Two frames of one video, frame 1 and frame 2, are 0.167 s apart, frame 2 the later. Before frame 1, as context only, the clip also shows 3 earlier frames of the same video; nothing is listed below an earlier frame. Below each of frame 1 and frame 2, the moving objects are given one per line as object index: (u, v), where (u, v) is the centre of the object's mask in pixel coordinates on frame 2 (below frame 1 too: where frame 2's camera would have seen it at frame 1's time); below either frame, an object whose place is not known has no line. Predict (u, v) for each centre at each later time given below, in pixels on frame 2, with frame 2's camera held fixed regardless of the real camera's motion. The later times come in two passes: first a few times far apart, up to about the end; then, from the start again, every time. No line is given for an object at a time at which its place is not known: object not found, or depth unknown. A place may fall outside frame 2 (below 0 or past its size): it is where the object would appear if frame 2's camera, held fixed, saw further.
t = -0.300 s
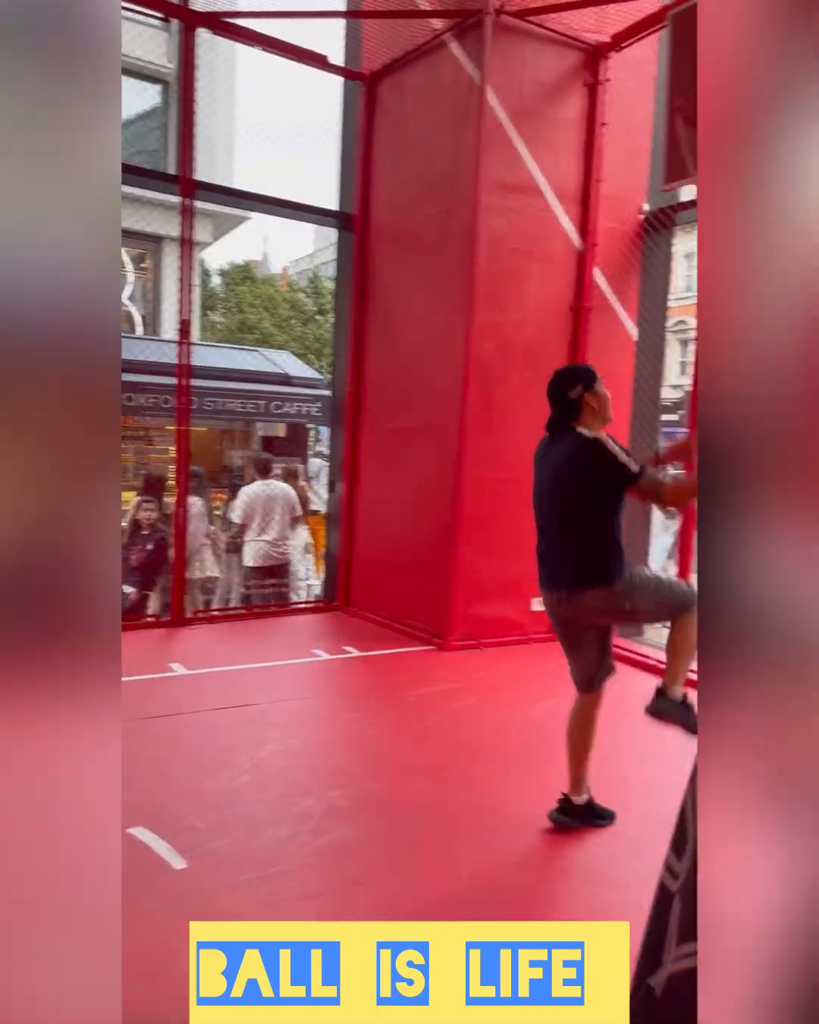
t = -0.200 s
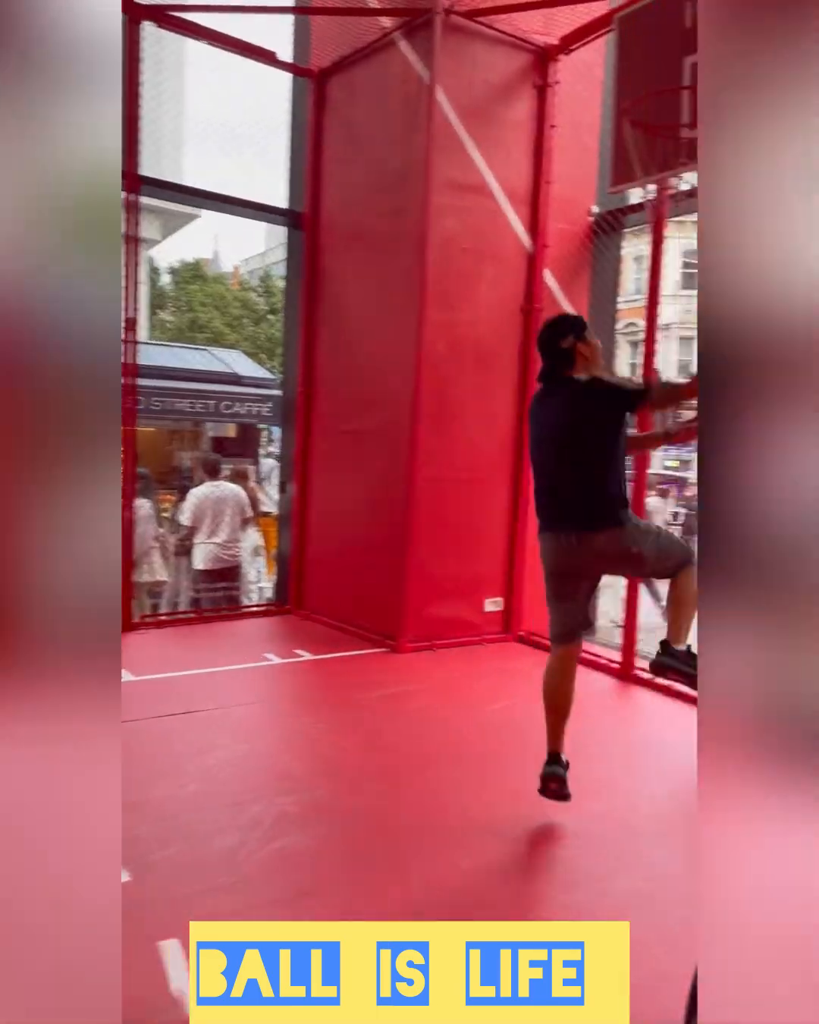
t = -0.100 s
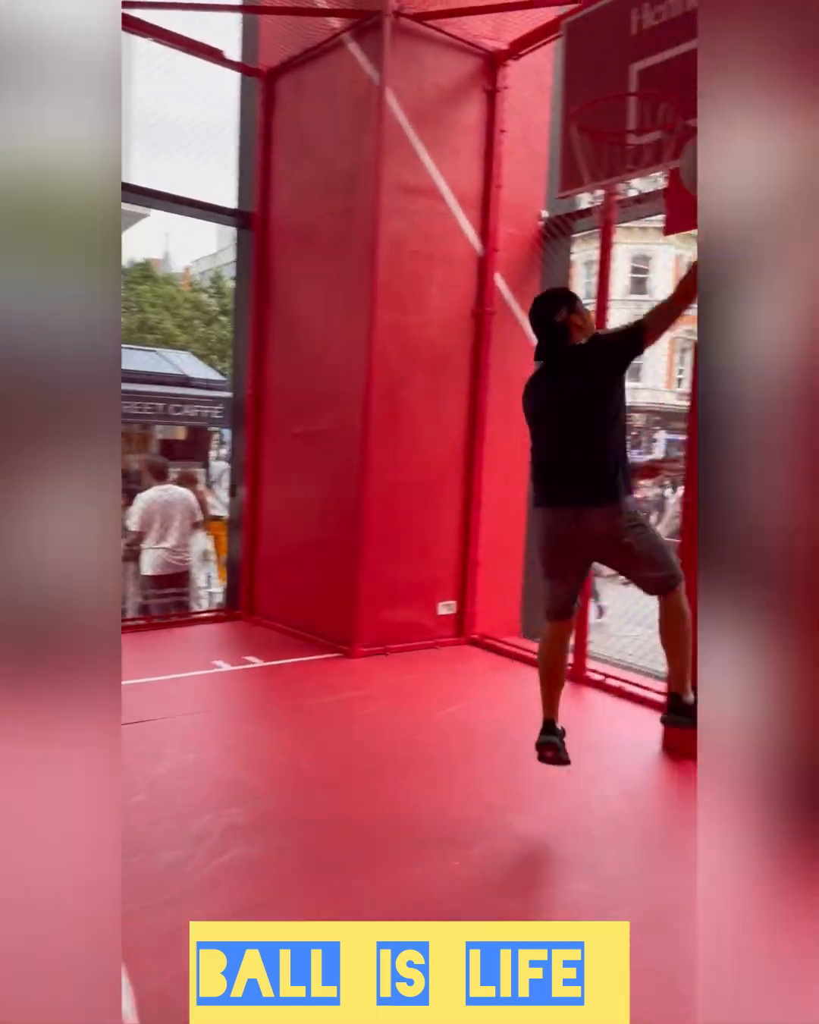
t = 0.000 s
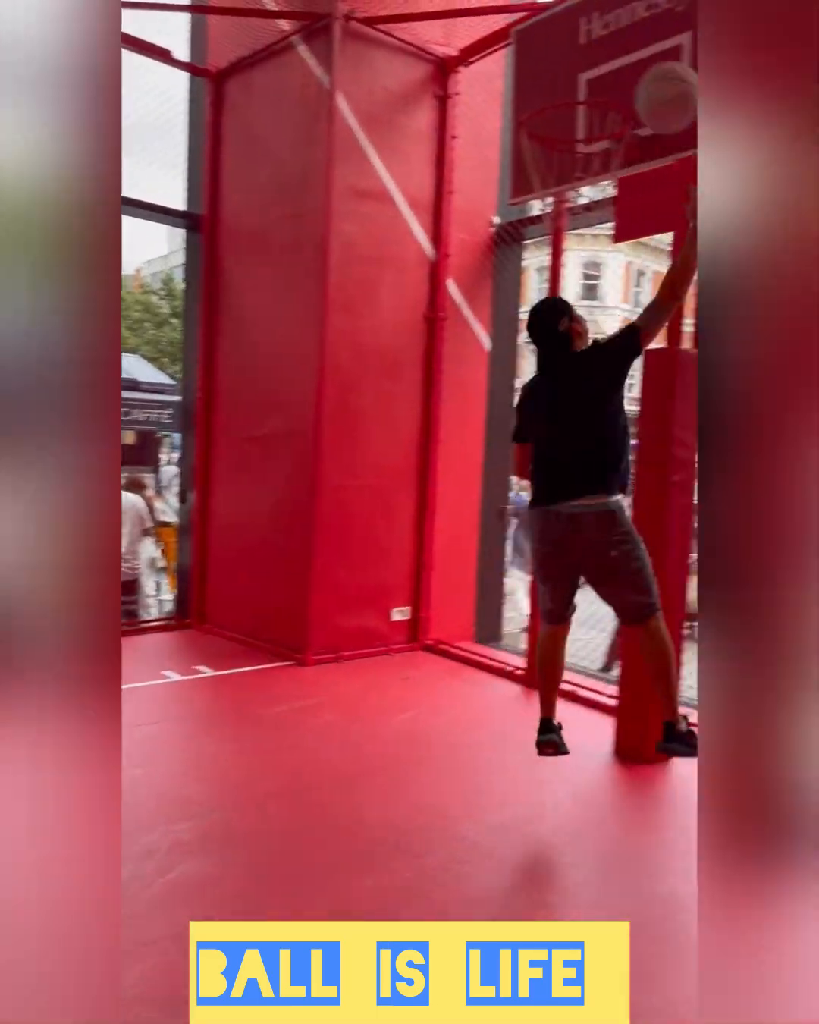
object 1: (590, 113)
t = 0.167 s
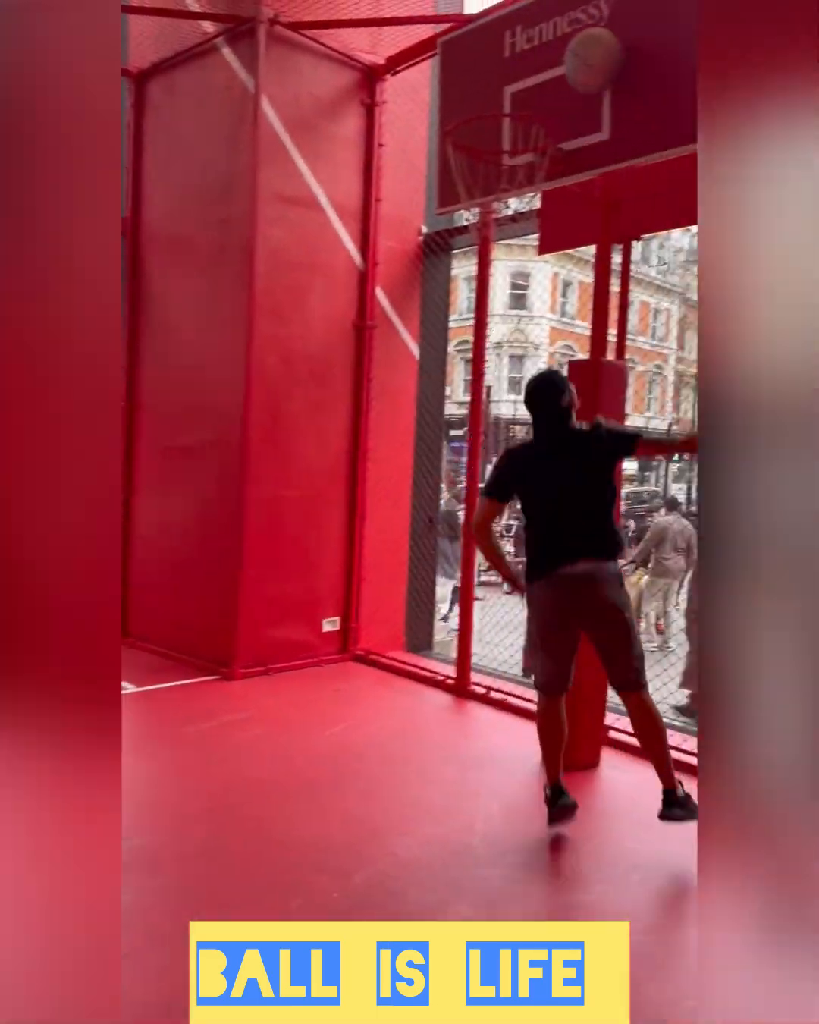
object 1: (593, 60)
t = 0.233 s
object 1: (573, 53)
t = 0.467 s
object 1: (504, 123)
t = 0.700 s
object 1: (463, 229)
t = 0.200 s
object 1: (583, 55)
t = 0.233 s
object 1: (573, 53)
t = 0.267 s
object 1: (564, 55)
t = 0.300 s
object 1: (554, 60)
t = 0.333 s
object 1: (544, 67)
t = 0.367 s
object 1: (534, 76)
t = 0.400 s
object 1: (524, 86)
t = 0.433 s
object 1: (513, 102)
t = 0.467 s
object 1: (504, 123)
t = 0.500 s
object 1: (493, 144)
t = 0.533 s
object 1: (486, 165)
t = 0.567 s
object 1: (478, 186)
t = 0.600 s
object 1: (473, 199)
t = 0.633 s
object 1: (470, 206)
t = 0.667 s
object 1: (466, 216)
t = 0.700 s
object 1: (463, 229)
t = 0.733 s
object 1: (459, 244)
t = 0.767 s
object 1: (456, 263)
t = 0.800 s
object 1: (453, 283)
